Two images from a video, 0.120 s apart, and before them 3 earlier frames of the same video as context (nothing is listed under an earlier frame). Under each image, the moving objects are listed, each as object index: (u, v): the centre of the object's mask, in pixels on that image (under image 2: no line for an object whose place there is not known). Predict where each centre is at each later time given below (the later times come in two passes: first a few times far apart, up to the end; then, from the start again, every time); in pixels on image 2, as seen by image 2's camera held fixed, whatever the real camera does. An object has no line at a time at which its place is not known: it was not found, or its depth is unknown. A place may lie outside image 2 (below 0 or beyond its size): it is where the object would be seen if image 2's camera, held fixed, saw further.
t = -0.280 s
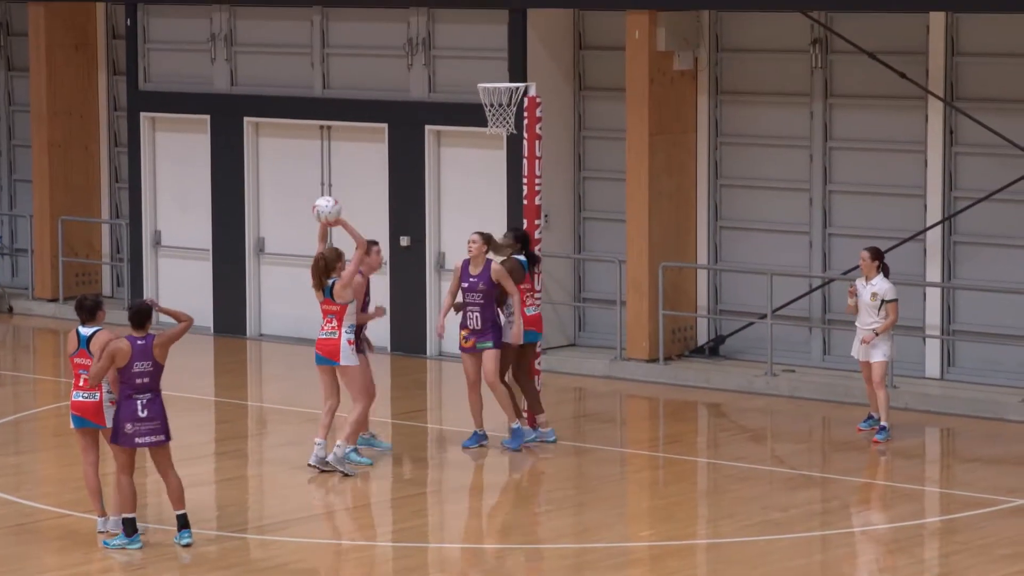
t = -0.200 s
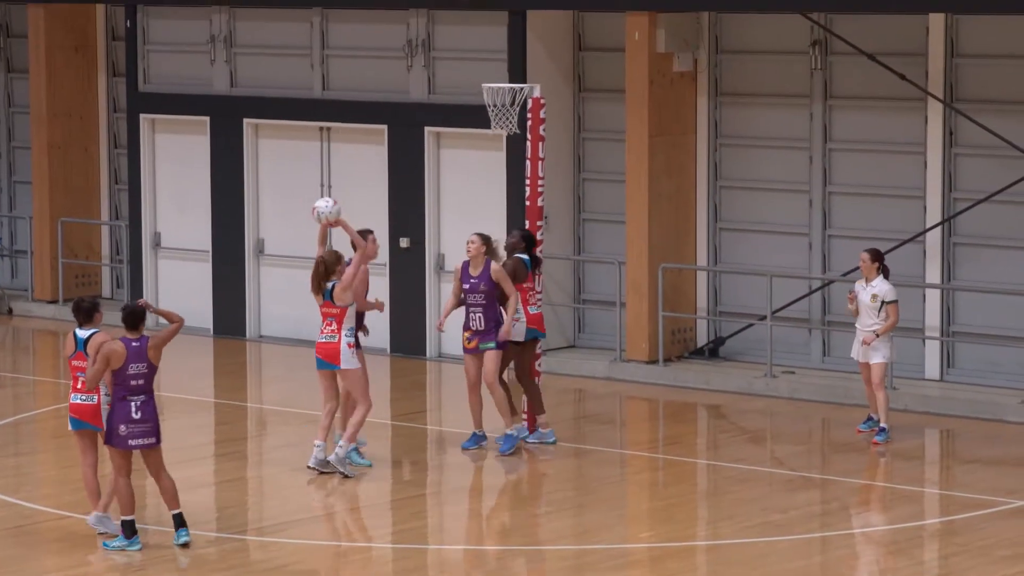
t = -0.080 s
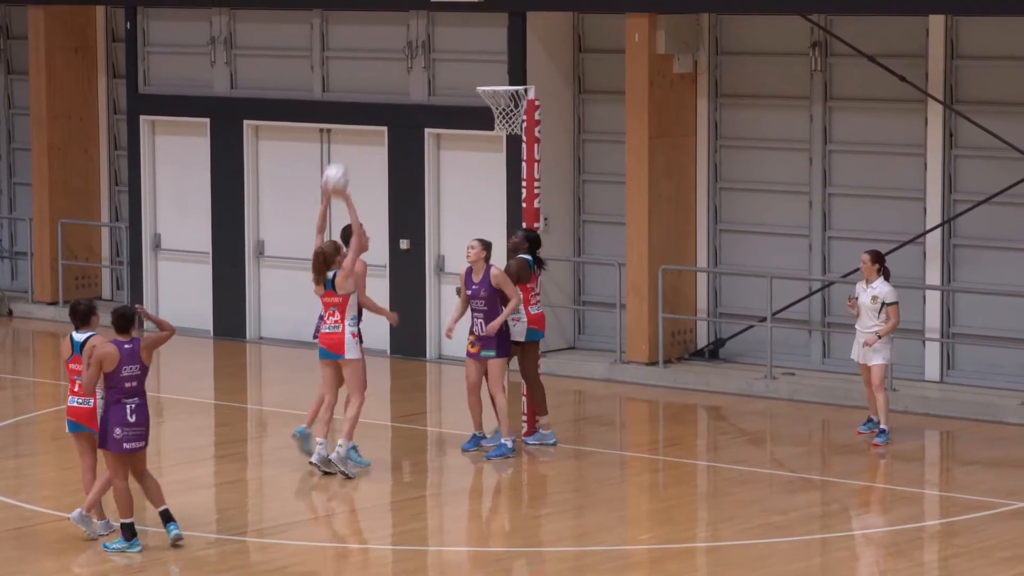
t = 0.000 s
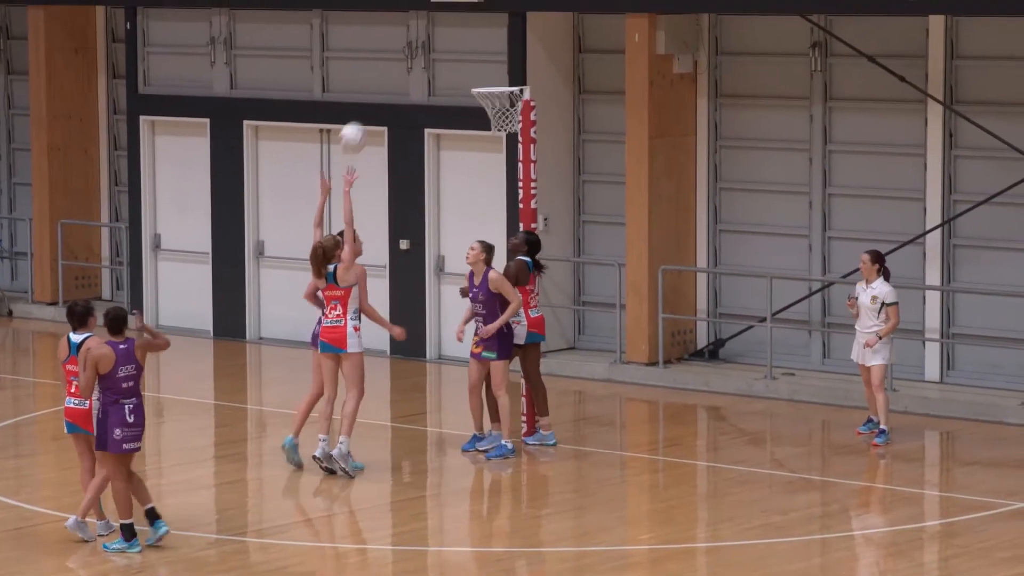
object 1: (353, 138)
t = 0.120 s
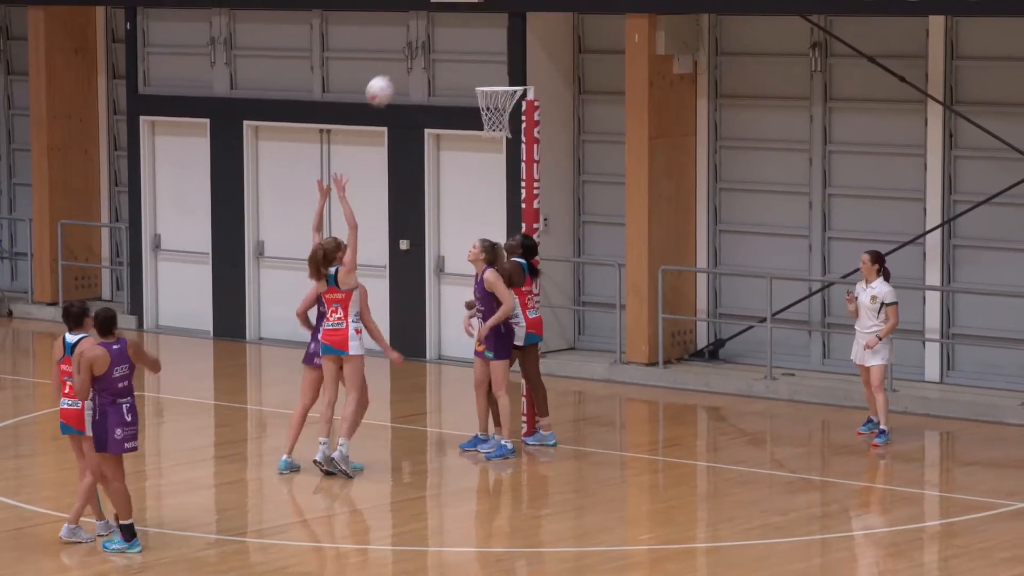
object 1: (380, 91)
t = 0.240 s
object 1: (407, 61)
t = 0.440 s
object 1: (453, 51)
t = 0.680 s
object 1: (501, 73)
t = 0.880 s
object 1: (500, 56)
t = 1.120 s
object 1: (472, 60)
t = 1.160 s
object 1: (467, 68)
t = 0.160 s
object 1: (389, 78)
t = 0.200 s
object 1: (398, 69)
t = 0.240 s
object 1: (407, 61)
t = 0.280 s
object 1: (417, 55)
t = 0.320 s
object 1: (426, 51)
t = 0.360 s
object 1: (435, 49)
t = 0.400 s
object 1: (443, 48)
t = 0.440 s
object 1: (453, 51)
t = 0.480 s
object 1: (462, 53)
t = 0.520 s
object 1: (471, 59)
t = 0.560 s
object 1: (479, 67)
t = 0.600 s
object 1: (488, 75)
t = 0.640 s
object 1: (495, 74)
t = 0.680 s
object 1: (501, 73)
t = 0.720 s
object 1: (508, 75)
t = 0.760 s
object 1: (513, 77)
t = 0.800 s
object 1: (509, 71)
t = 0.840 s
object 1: (505, 62)
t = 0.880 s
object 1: (500, 56)
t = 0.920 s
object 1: (495, 53)
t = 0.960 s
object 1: (490, 50)
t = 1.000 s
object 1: (486, 50)
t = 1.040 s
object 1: (481, 52)
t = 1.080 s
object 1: (476, 56)
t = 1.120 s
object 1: (472, 60)
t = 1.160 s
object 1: (467, 68)
